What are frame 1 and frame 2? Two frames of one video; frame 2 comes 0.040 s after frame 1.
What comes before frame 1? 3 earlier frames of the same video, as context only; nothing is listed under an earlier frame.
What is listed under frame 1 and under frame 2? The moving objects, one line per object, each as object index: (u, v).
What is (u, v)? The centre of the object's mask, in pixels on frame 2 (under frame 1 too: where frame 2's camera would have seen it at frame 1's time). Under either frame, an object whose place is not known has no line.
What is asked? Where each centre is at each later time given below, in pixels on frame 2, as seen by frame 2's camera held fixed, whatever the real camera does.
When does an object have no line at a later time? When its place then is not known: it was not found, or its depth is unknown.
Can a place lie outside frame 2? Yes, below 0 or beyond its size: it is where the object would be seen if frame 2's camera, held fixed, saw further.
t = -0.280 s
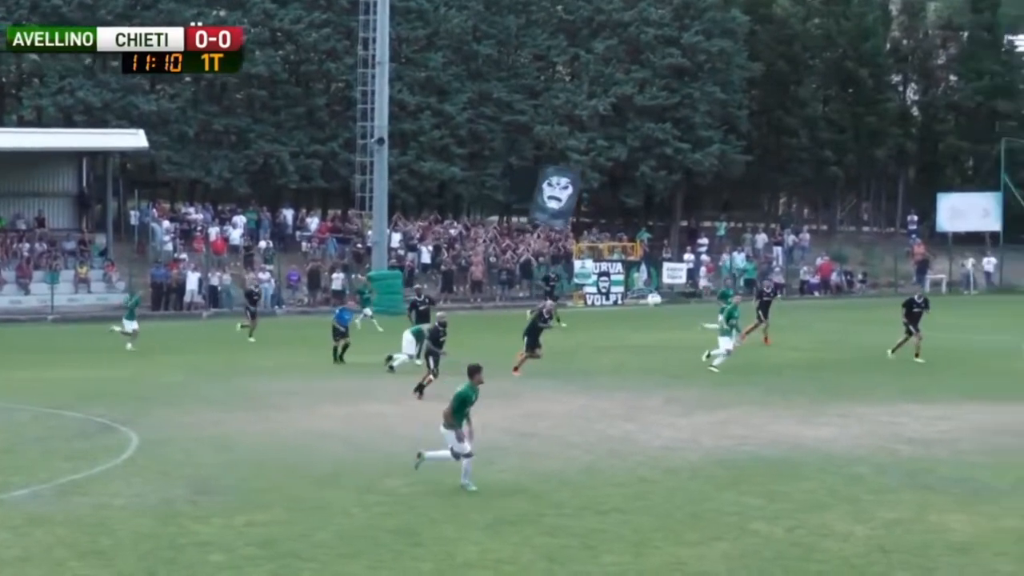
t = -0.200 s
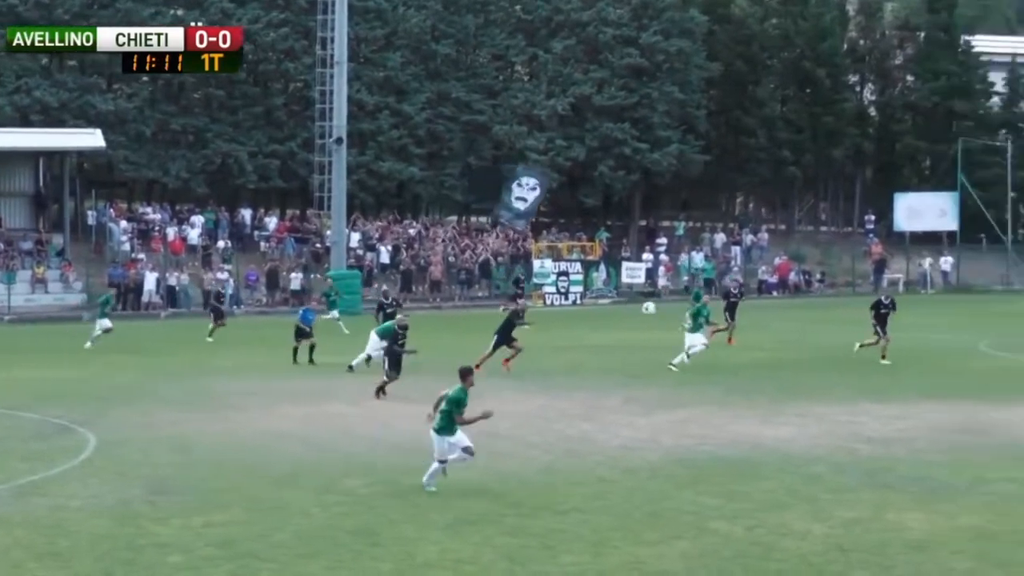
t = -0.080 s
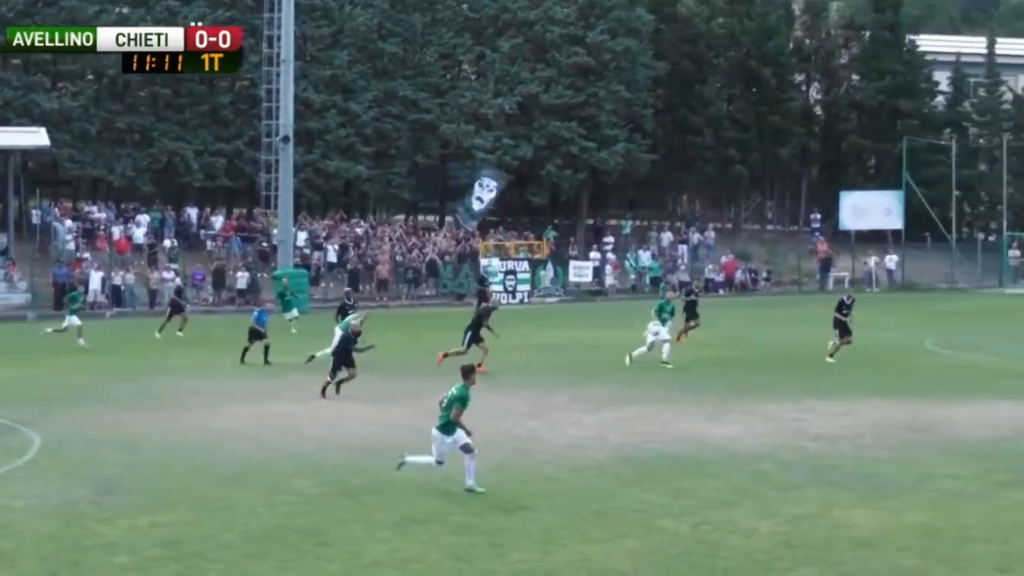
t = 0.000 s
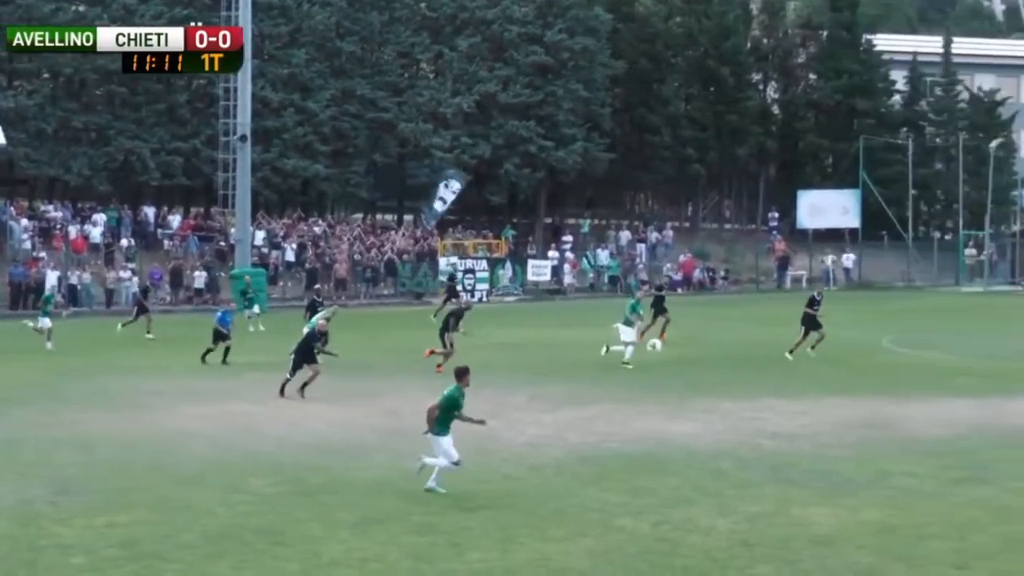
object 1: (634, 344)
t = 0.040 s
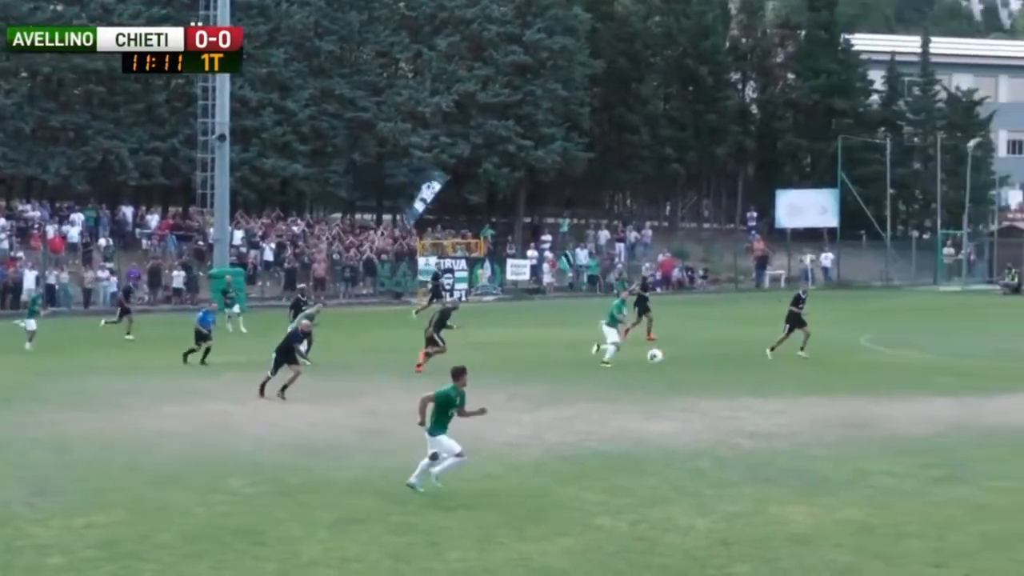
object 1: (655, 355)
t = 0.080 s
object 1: (677, 367)
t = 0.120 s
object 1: (700, 382)
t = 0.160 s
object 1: (723, 397)
